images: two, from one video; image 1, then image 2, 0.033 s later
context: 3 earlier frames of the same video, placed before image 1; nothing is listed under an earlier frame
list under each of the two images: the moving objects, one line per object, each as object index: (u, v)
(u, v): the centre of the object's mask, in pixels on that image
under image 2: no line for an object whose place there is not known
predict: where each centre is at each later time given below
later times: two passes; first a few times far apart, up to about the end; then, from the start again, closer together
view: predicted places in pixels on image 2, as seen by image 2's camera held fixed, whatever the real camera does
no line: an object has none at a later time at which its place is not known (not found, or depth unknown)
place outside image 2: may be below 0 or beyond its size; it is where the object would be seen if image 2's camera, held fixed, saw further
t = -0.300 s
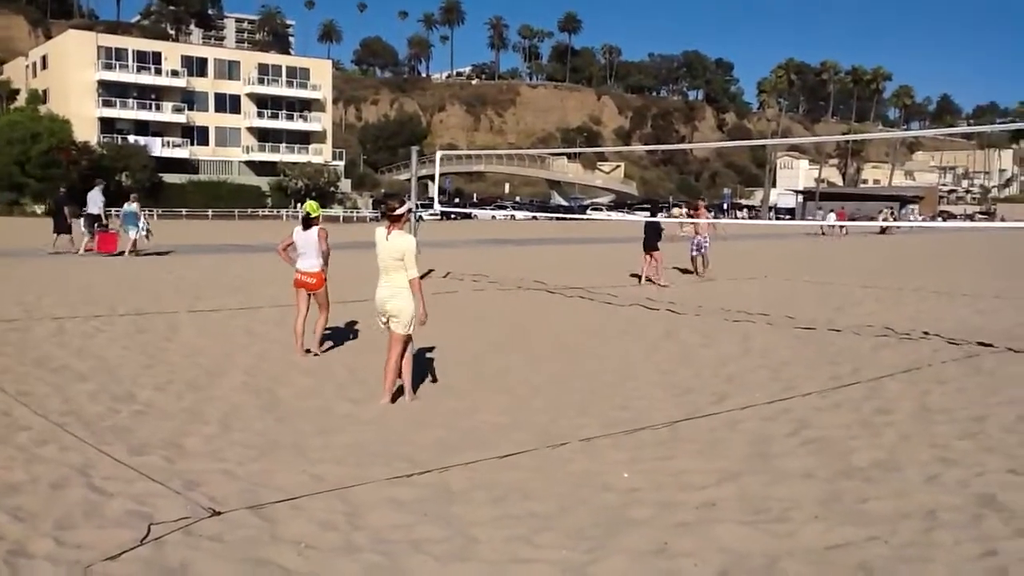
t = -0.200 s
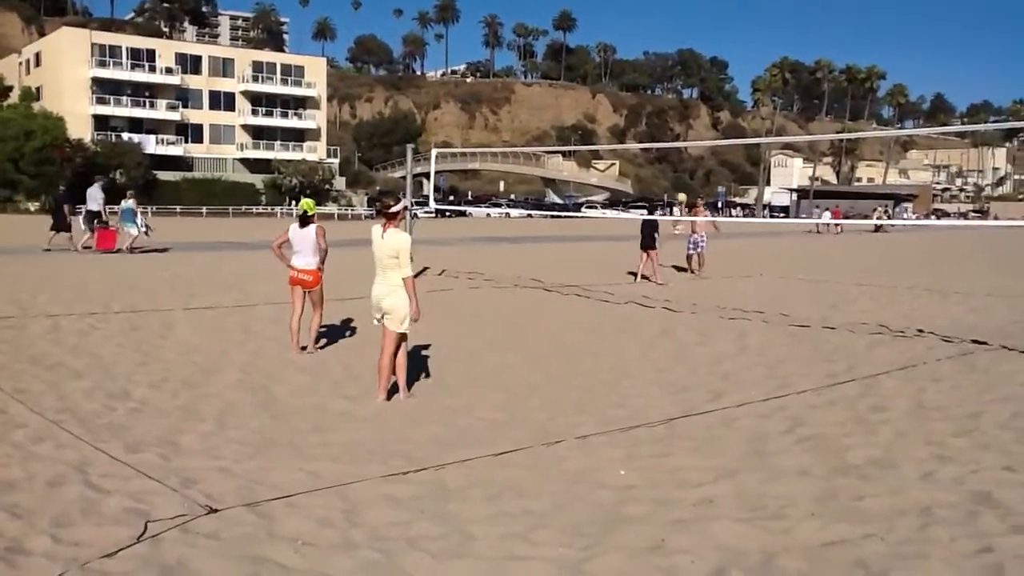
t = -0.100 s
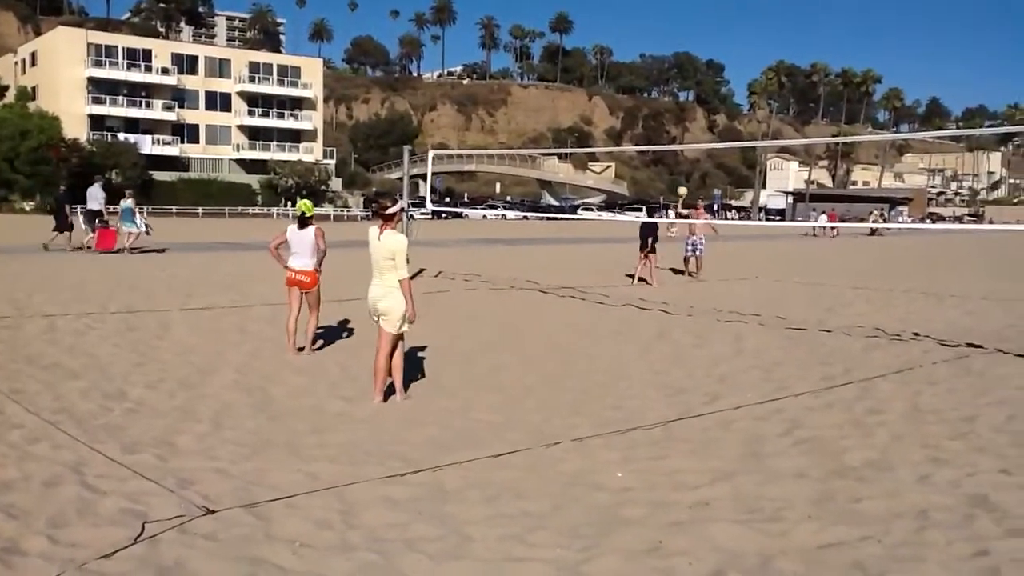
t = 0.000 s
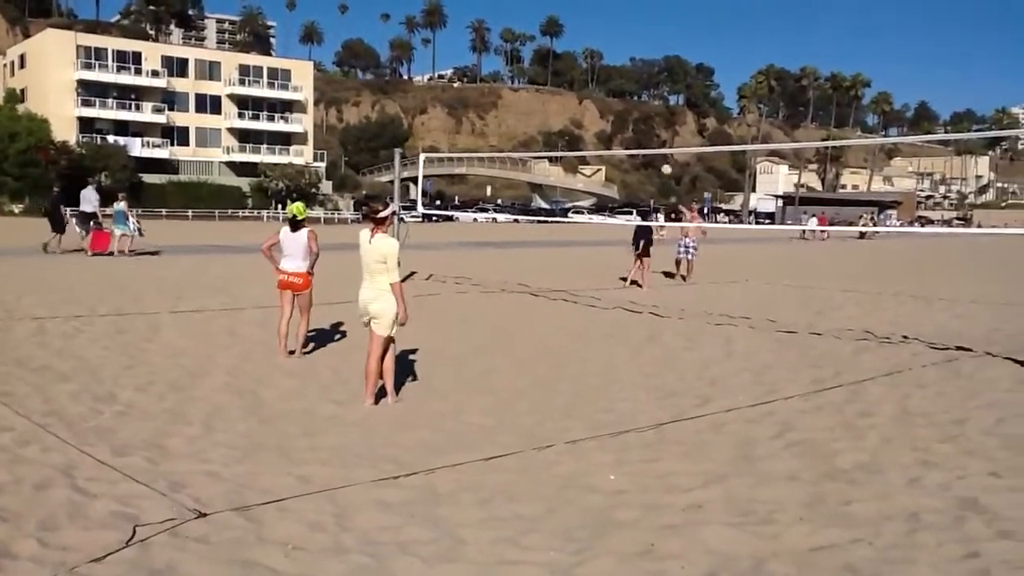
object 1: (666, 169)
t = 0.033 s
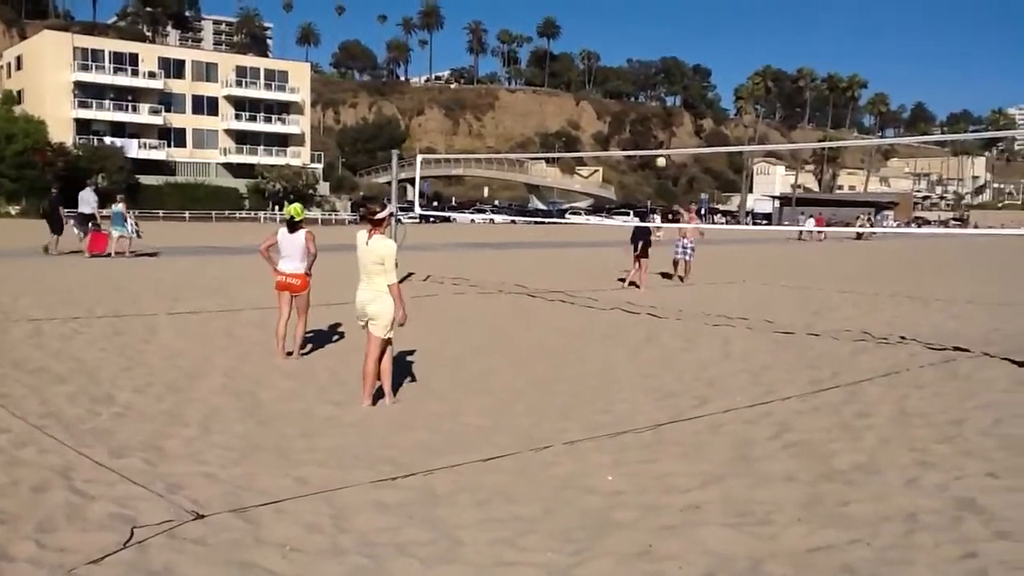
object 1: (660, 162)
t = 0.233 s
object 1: (642, 115)
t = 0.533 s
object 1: (603, 56)
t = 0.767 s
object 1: (566, 27)
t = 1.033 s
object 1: (508, 34)
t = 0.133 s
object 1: (652, 138)
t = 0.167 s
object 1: (649, 130)
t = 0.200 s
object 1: (645, 122)
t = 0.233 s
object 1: (642, 115)
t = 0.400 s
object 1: (621, 80)
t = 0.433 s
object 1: (617, 74)
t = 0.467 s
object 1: (612, 68)
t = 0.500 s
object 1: (607, 61)
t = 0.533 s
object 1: (603, 56)
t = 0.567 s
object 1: (598, 51)
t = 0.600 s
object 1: (593, 45)
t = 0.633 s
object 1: (587, 41)
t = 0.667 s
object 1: (583, 37)
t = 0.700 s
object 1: (578, 32)
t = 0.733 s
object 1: (572, 29)
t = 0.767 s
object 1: (566, 27)
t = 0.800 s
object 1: (561, 26)
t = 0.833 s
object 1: (555, 24)
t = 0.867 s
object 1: (549, 23)
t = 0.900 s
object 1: (541, 22)
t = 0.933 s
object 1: (533, 24)
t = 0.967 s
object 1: (526, 26)
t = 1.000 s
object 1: (516, 31)
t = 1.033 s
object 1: (508, 34)
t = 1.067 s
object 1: (499, 37)
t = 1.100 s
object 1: (489, 43)
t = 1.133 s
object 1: (480, 52)
